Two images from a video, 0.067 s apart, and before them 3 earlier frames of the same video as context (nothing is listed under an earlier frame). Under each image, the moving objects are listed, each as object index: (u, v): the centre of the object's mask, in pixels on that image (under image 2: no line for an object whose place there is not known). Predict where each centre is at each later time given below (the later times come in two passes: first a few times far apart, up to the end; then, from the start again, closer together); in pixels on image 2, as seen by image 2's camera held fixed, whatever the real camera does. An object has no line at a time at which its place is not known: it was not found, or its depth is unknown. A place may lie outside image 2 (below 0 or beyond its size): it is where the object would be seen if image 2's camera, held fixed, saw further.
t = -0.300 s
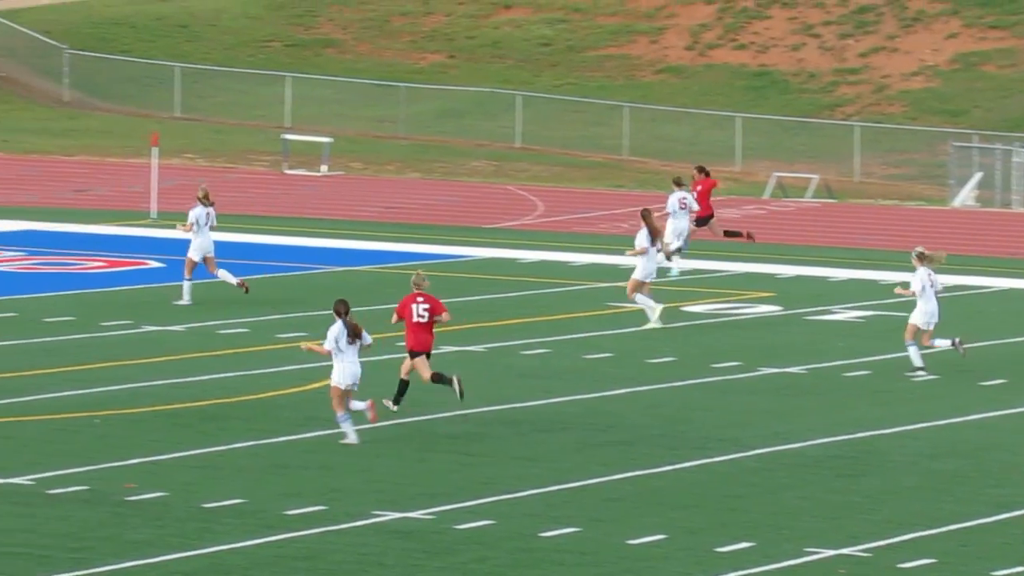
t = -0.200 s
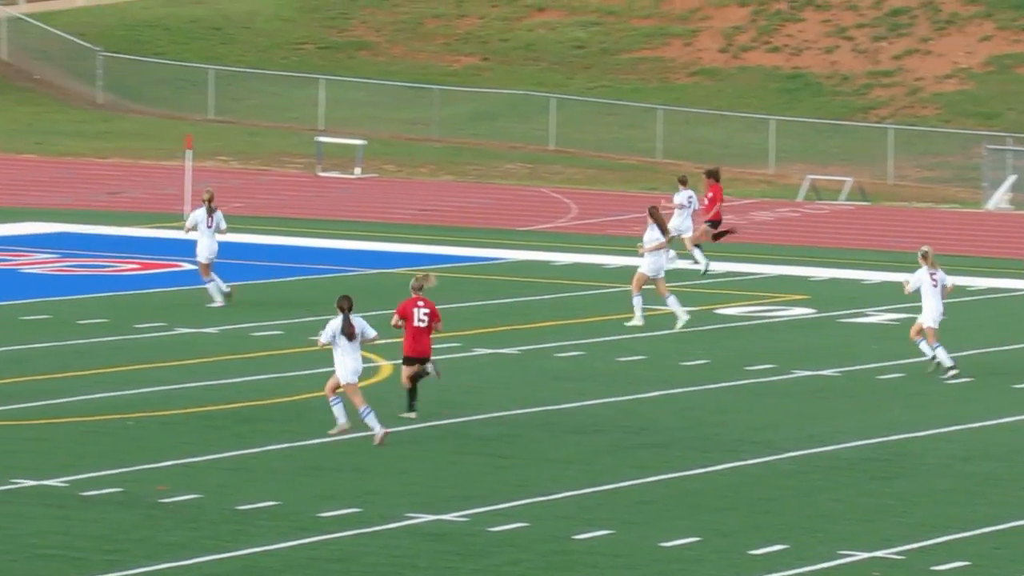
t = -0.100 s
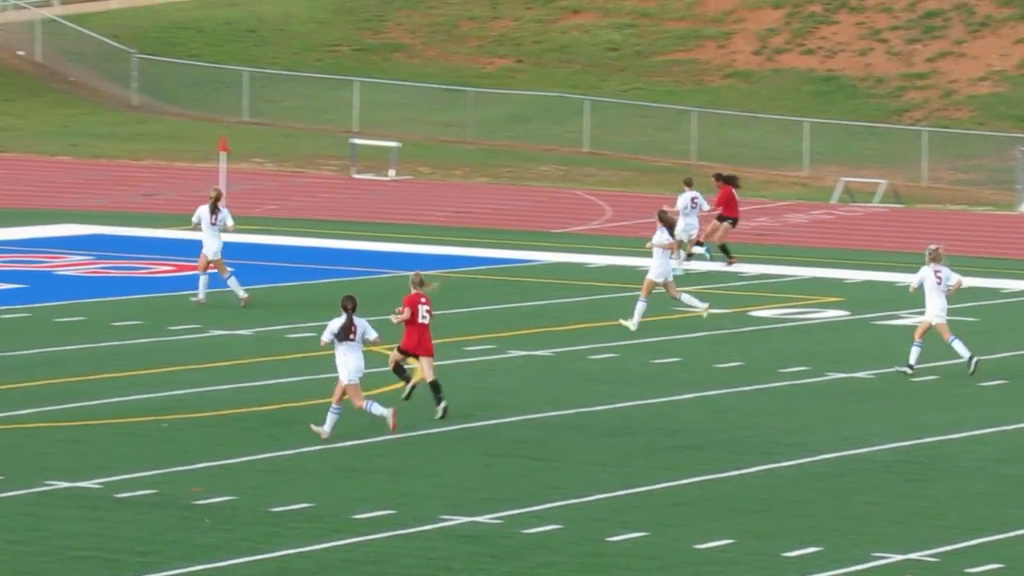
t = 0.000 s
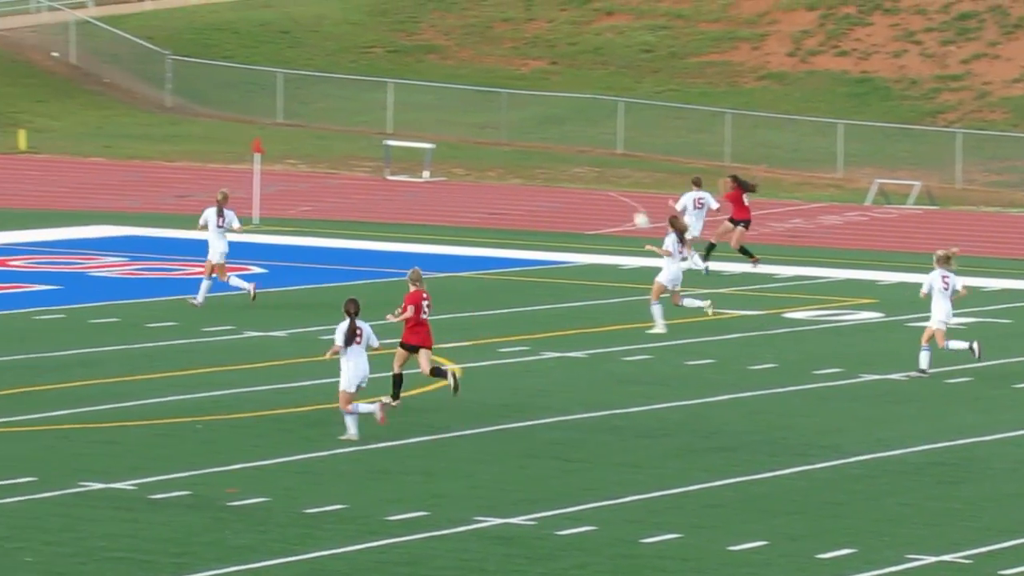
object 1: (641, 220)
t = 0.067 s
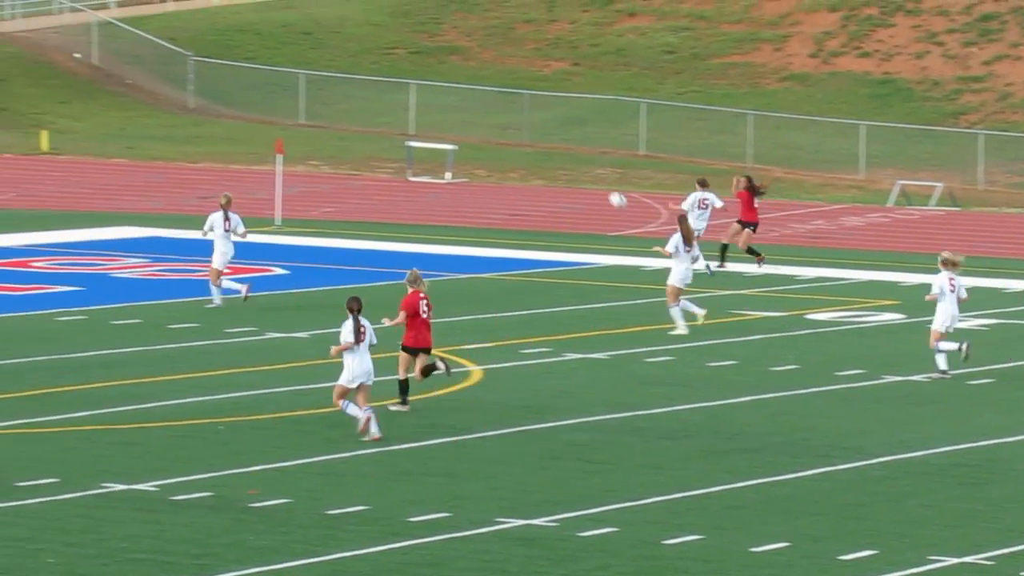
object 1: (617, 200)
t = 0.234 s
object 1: (505, 153)
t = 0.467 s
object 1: (353, 106)
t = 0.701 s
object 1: (210, 81)
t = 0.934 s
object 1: (69, 81)
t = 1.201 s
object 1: (-88, 119)
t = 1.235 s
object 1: (-108, 126)
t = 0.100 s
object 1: (594, 189)
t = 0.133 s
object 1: (572, 180)
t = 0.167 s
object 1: (549, 170)
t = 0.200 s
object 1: (527, 161)
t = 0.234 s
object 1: (505, 153)
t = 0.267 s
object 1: (483, 145)
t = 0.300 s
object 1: (461, 137)
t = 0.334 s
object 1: (439, 130)
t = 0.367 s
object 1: (416, 123)
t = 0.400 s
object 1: (395, 117)
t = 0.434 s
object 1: (374, 112)
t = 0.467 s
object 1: (353, 106)
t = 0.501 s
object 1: (333, 102)
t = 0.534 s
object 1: (312, 97)
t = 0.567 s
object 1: (293, 93)
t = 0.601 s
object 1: (272, 89)
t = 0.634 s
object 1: (251, 86)
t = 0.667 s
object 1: (230, 84)
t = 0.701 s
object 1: (210, 81)
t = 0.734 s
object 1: (189, 80)
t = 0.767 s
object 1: (169, 78)
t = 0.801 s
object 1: (148, 78)
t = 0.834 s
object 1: (128, 78)
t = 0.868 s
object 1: (108, 78)
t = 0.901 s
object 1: (89, 79)
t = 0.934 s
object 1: (69, 81)
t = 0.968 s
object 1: (50, 83)
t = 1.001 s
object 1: (31, 86)
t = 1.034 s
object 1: (11, 90)
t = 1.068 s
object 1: (-8, 95)
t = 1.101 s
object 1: (-29, 100)
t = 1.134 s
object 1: (-49, 106)
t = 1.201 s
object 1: (-88, 119)
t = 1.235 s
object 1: (-108, 126)
